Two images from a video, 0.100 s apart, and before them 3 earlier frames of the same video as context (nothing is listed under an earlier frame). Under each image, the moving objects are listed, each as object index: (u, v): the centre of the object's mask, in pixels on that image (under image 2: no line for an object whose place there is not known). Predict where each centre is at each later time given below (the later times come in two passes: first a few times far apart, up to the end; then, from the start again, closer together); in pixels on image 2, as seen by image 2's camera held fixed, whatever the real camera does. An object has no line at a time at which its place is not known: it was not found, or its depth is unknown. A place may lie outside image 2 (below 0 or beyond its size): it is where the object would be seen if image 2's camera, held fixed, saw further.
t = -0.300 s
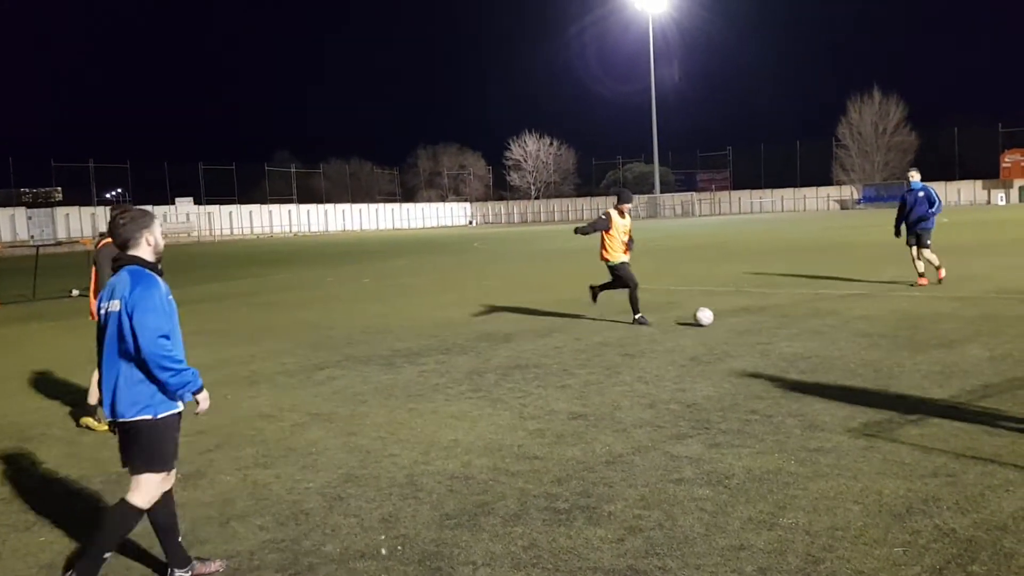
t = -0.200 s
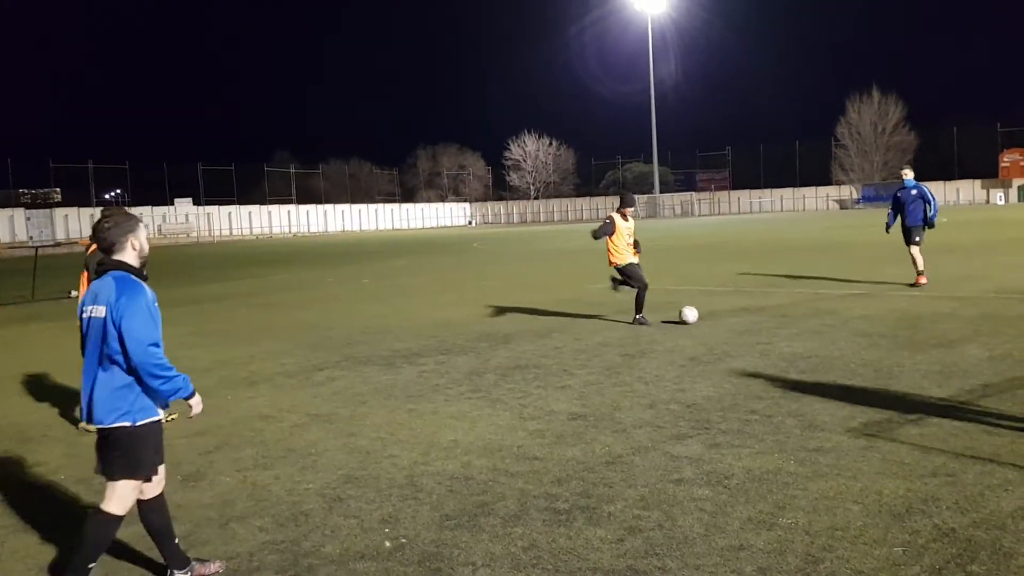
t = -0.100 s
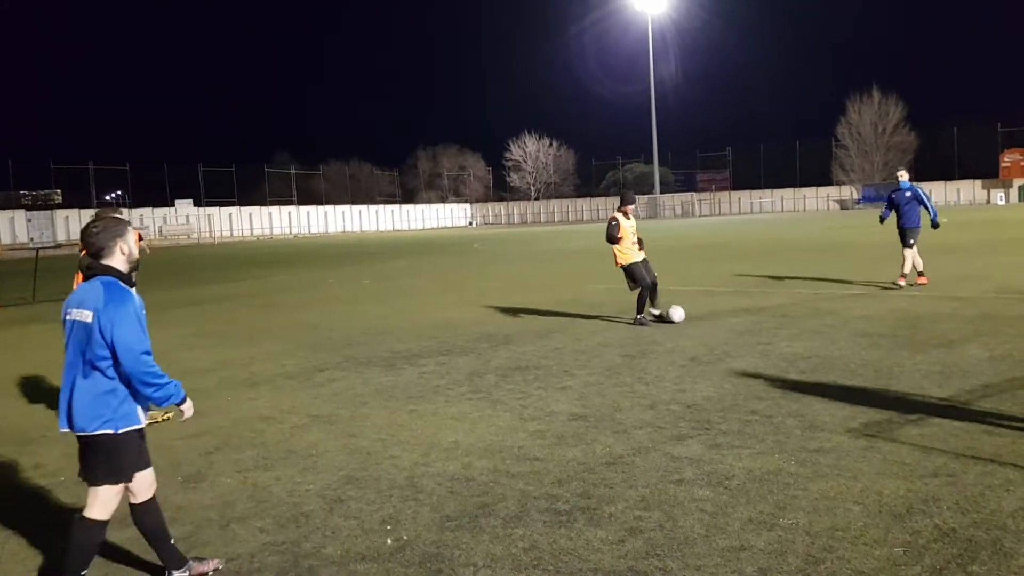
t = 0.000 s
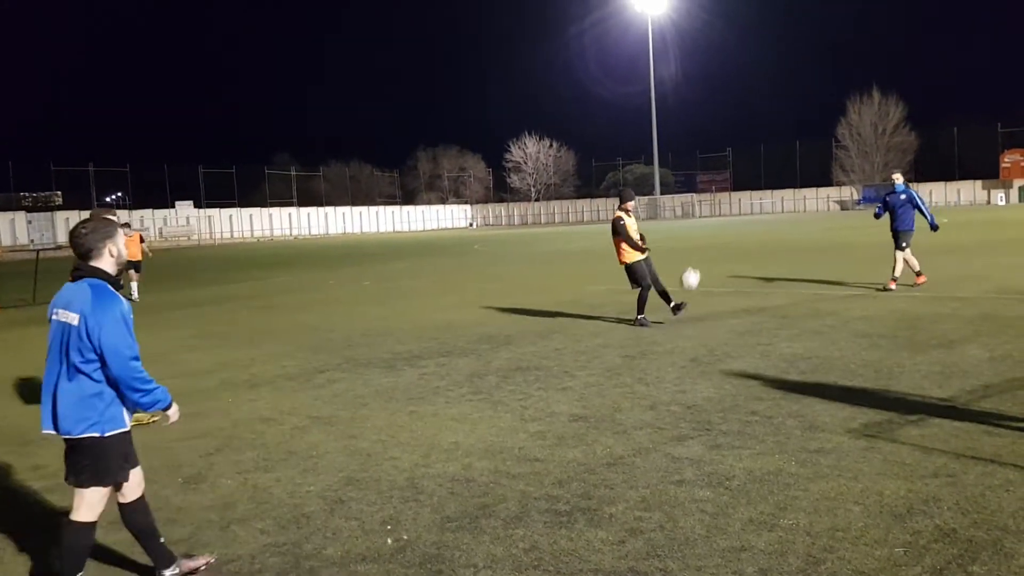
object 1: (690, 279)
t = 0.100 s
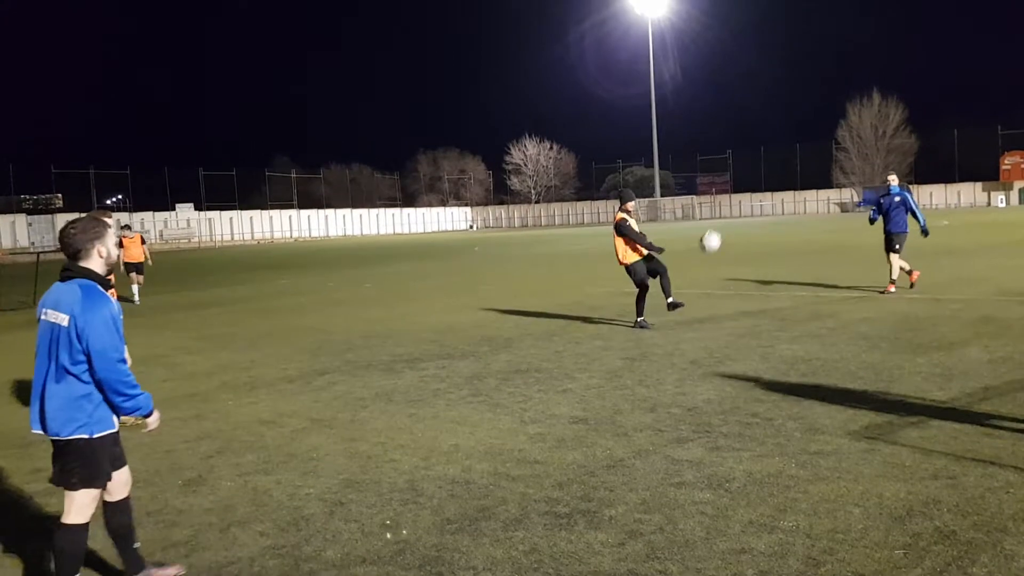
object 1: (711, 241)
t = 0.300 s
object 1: (755, 172)
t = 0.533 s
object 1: (817, 116)
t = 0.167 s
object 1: (724, 217)
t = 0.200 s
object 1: (733, 204)
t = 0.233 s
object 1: (740, 192)
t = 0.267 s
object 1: (748, 182)
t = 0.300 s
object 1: (755, 172)
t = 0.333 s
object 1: (764, 161)
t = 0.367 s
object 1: (771, 152)
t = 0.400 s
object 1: (780, 144)
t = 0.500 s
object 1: (807, 122)
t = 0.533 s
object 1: (817, 116)
